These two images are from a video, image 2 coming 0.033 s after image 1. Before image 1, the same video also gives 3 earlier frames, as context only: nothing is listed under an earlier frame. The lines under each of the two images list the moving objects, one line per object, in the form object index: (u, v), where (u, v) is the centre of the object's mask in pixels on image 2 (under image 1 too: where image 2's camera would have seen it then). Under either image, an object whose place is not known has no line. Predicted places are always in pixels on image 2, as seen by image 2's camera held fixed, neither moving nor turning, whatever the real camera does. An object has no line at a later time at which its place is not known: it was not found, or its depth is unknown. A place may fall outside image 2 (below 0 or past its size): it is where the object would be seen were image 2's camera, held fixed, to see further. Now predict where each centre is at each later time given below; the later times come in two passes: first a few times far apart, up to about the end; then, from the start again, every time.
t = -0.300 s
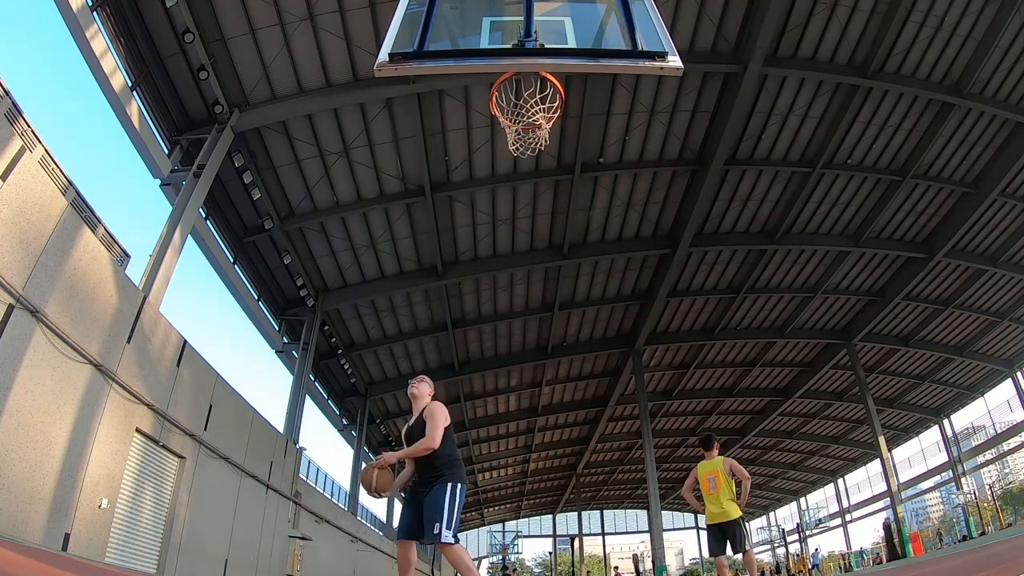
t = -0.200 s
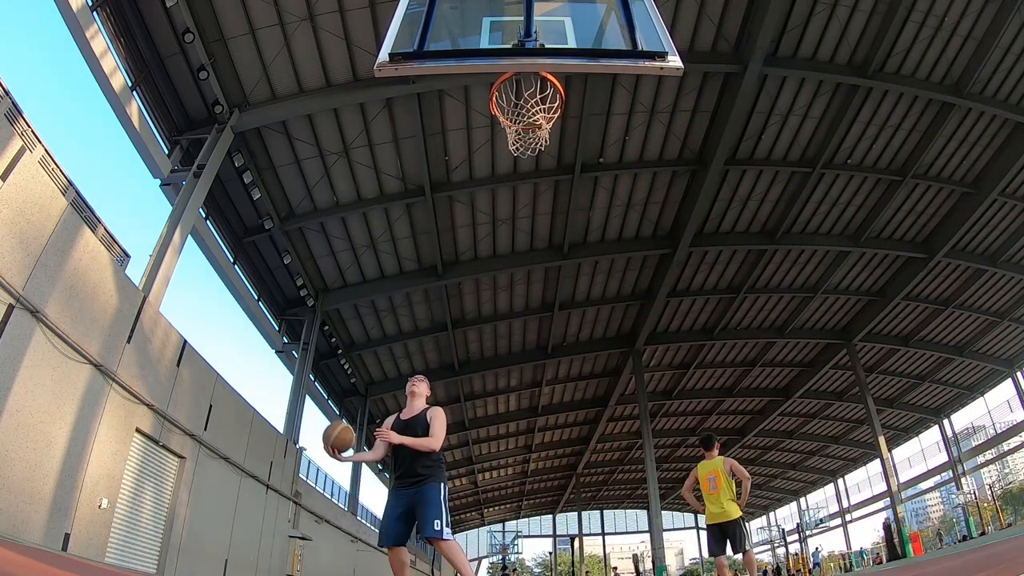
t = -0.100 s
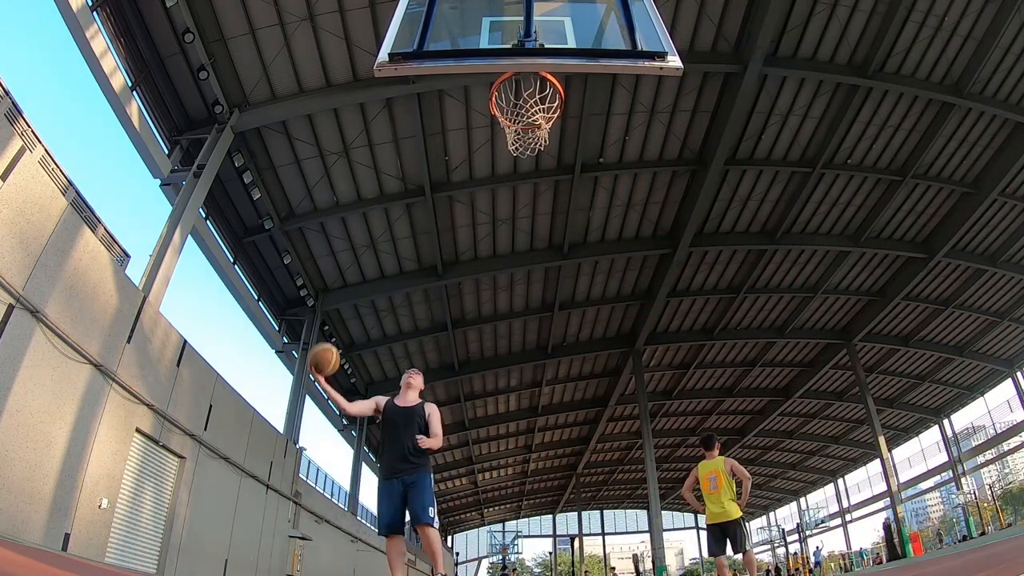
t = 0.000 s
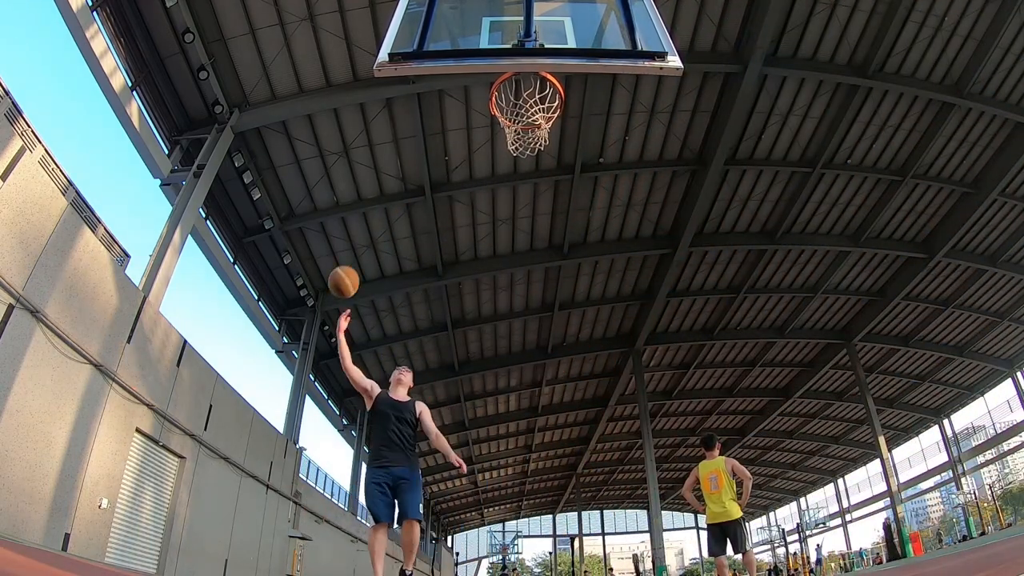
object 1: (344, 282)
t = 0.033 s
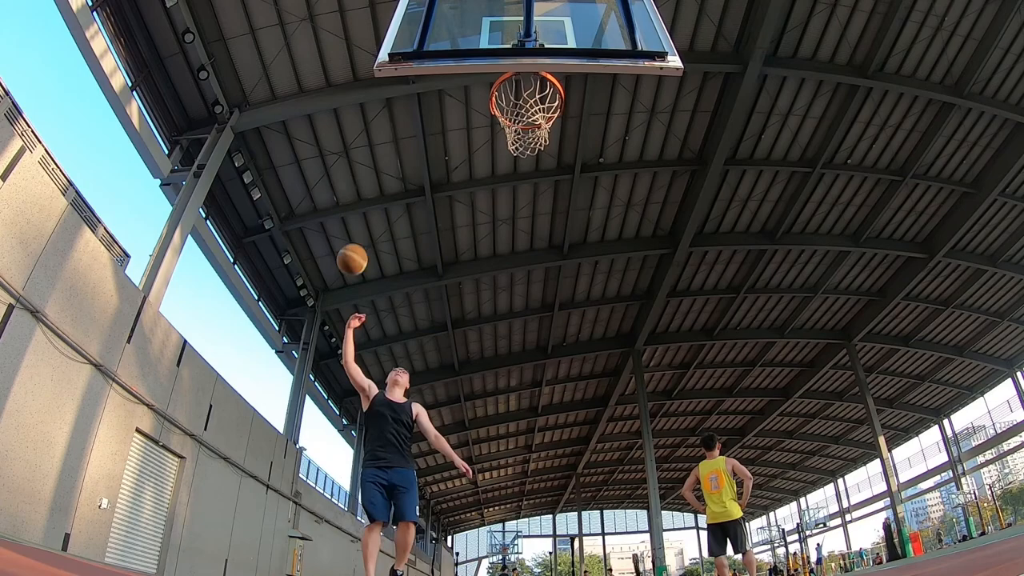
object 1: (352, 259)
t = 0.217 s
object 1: (394, 167)
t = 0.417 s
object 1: (430, 106)
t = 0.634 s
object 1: (463, 79)
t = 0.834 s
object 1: (492, 76)
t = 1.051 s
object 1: (541, 99)
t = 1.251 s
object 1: (527, 150)
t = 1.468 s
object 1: (507, 164)
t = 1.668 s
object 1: (488, 232)
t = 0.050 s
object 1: (356, 249)
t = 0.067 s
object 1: (360, 239)
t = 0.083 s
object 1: (364, 230)
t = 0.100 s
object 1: (368, 220)
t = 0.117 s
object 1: (372, 212)
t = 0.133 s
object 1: (376, 203)
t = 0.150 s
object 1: (380, 196)
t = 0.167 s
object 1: (383, 188)
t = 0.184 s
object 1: (387, 181)
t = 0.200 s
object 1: (390, 174)
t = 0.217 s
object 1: (394, 167)
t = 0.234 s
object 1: (397, 161)
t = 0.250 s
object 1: (400, 154)
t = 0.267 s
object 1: (403, 148)
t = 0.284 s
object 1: (406, 143)
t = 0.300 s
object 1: (410, 138)
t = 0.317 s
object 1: (413, 132)
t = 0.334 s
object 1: (416, 127)
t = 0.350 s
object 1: (419, 123)
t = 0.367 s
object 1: (421, 118)
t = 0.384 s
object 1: (424, 114)
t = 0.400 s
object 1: (427, 110)
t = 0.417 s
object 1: (430, 106)
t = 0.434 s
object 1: (433, 103)
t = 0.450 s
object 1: (435, 100)
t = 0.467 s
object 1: (438, 96)
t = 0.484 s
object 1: (440, 93)
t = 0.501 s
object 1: (443, 90)
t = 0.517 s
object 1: (445, 88)
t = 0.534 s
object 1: (448, 86)
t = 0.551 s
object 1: (450, 84)
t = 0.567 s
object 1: (453, 83)
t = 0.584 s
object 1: (456, 82)
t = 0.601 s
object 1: (458, 81)
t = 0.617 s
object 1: (461, 80)
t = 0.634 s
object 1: (463, 79)
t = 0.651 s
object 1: (466, 79)
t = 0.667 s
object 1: (469, 78)
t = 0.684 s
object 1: (472, 77)
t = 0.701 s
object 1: (474, 77)
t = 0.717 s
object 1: (477, 77)
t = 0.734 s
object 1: (479, 76)
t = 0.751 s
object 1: (482, 76)
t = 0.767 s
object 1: (485, 76)
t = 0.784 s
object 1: (488, 76)
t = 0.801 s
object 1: (490, 76)
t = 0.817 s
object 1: (492, 76)
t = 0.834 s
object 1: (492, 76)
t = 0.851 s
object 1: (492, 77)
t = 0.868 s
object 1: (493, 76)
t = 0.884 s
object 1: (513, 79)
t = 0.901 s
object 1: (517, 79)
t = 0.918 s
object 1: (519, 79)
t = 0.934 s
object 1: (522, 80)
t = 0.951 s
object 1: (524, 81)
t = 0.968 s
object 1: (526, 83)
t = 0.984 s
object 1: (527, 85)
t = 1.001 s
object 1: (527, 87)
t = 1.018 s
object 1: (530, 89)
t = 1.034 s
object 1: (533, 93)
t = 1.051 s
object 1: (541, 99)
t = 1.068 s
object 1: (541, 114)
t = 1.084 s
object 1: (532, 130)
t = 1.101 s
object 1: (533, 133)
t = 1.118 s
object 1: (532, 135)
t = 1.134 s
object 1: (535, 139)
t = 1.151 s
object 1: (535, 144)
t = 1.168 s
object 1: (535, 147)
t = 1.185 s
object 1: (534, 149)
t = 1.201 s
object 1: (531, 150)
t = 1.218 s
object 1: (529, 150)
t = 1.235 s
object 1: (528, 149)
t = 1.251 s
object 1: (527, 150)
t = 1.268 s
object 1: (525, 150)
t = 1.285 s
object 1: (523, 150)
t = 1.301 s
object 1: (521, 151)
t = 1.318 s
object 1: (520, 152)
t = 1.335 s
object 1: (518, 154)
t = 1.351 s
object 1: (517, 154)
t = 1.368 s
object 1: (516, 154)
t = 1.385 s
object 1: (515, 154)
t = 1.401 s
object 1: (513, 154)
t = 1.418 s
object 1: (511, 157)
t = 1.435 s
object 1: (510, 159)
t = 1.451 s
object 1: (509, 161)
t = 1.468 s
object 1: (507, 164)
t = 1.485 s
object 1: (506, 168)
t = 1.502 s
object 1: (505, 171)
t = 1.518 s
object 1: (503, 175)
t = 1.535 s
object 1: (502, 180)
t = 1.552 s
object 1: (500, 185)
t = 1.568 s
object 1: (498, 190)
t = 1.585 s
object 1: (497, 196)
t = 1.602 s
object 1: (495, 202)
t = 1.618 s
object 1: (493, 208)
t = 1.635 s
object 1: (492, 215)
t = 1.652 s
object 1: (490, 223)
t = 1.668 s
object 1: (488, 232)
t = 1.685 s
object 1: (486, 240)
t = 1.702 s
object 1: (484, 250)
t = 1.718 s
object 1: (482, 261)
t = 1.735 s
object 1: (480, 272)
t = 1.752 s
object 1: (478, 283)
